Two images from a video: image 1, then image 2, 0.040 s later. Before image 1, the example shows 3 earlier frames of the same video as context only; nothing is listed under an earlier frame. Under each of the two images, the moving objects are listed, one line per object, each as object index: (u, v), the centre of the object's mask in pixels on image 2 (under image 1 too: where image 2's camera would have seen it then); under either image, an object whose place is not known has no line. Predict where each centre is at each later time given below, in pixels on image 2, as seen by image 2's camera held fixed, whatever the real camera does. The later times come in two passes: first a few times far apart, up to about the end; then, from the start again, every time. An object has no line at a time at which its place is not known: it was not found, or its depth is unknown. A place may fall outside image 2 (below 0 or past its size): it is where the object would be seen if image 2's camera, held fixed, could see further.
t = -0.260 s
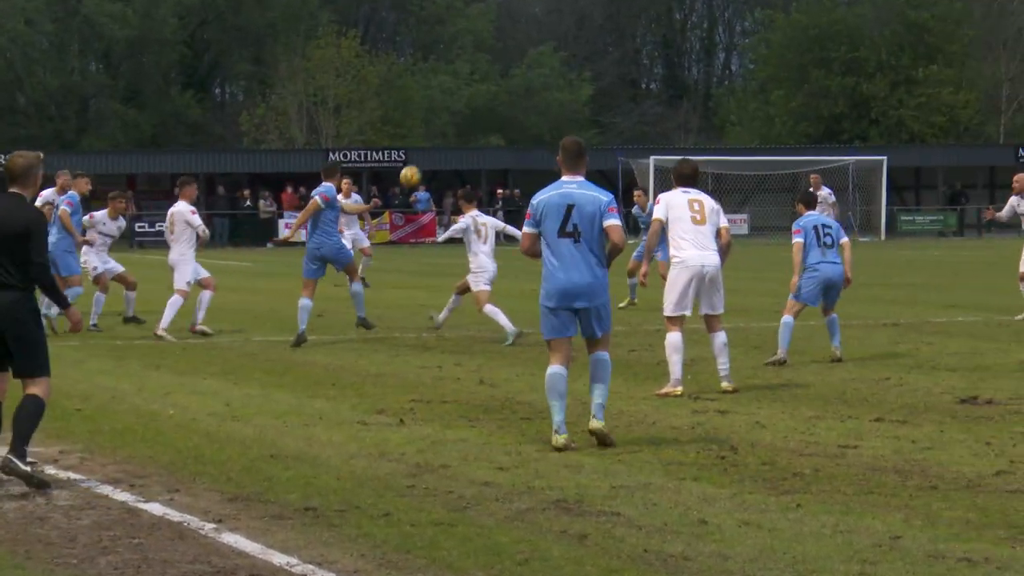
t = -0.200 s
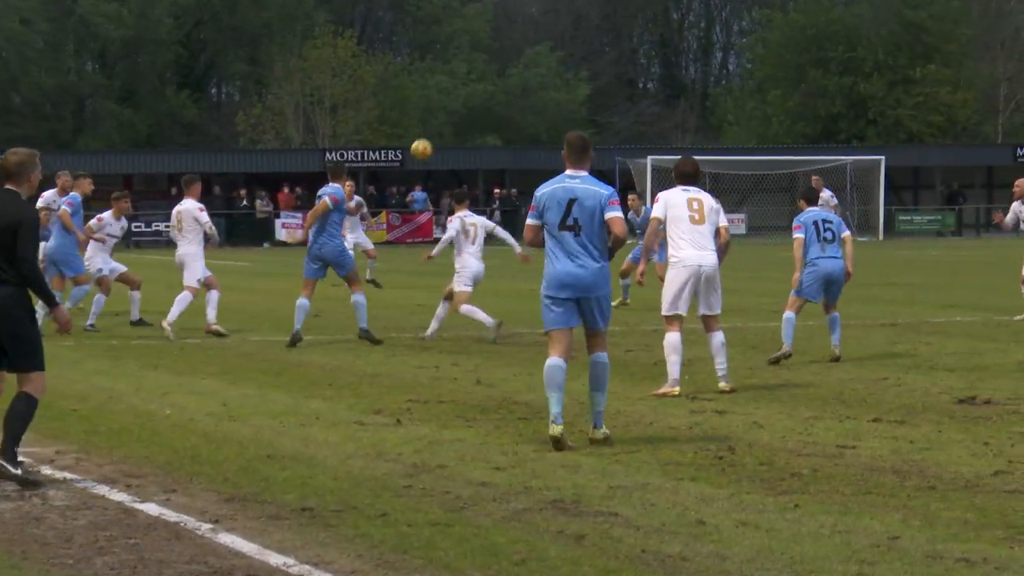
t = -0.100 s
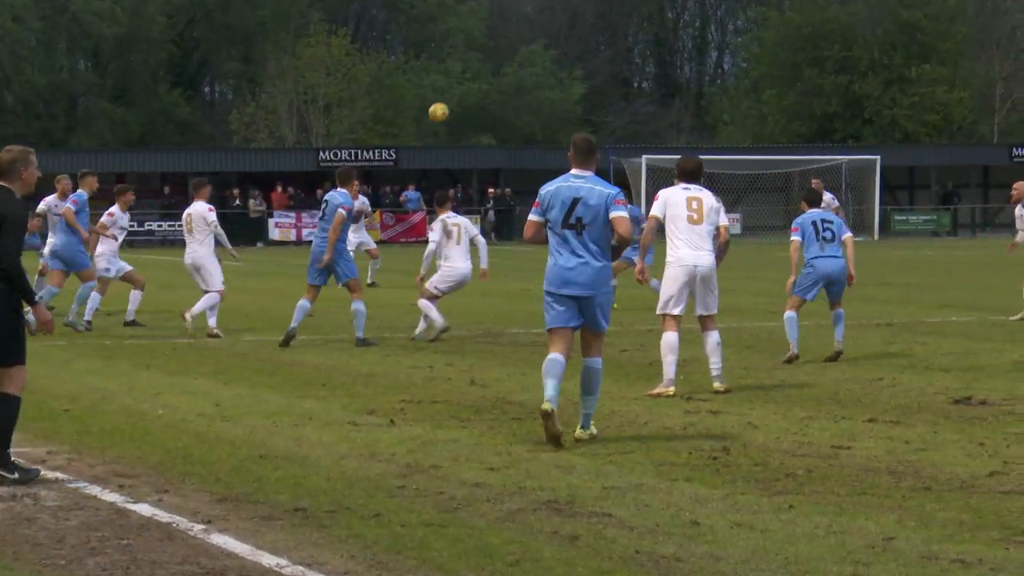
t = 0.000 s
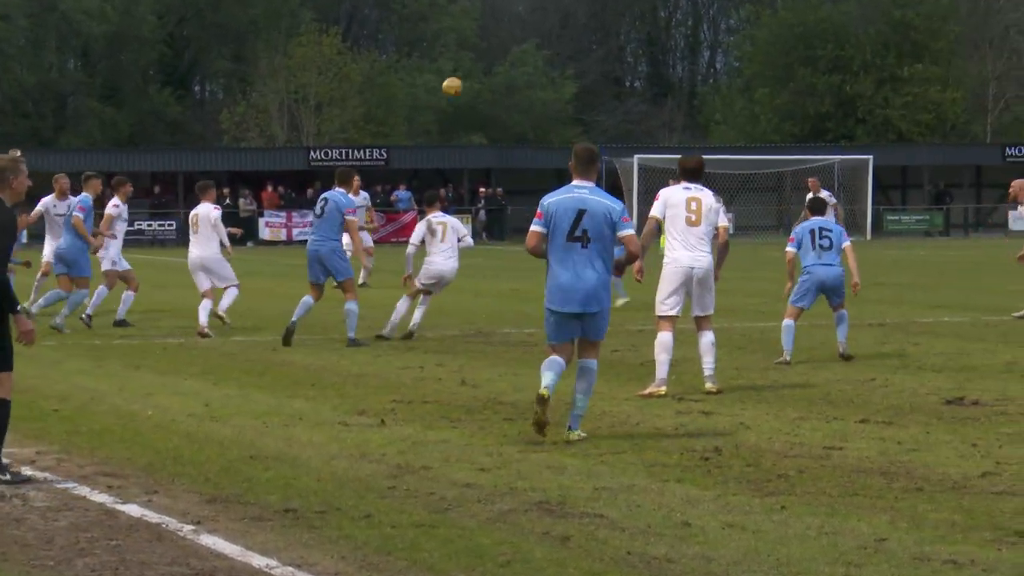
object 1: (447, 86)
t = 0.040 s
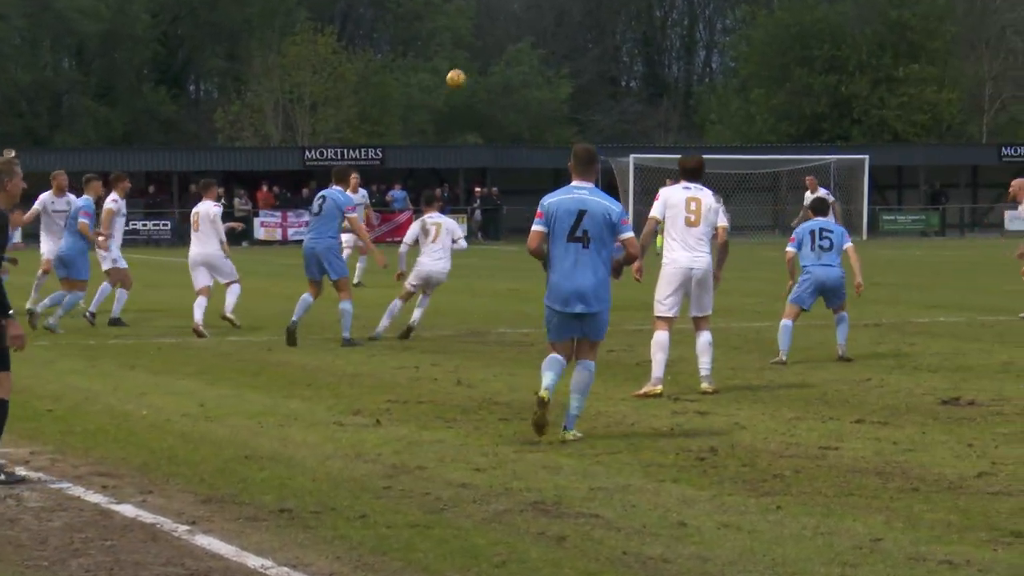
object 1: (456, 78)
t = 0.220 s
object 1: (490, 58)
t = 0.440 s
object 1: (528, 77)
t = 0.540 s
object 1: (545, 97)
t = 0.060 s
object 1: (460, 75)
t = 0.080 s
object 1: (465, 72)
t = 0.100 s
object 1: (468, 68)
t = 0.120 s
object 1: (472, 66)
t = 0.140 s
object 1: (476, 64)
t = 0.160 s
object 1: (480, 62)
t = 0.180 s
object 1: (483, 61)
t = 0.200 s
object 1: (486, 59)
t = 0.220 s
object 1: (490, 58)
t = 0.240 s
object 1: (493, 58)
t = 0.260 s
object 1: (496, 58)
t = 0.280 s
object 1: (500, 58)
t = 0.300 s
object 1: (504, 59)
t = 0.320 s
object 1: (507, 60)
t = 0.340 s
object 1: (510, 62)
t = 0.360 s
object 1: (513, 65)
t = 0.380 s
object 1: (517, 66)
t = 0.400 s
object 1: (521, 69)
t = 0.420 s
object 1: (525, 72)
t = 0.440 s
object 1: (528, 77)
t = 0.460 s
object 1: (532, 80)
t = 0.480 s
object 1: (535, 84)
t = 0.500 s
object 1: (537, 88)
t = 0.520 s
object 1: (541, 92)
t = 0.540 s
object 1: (545, 97)
